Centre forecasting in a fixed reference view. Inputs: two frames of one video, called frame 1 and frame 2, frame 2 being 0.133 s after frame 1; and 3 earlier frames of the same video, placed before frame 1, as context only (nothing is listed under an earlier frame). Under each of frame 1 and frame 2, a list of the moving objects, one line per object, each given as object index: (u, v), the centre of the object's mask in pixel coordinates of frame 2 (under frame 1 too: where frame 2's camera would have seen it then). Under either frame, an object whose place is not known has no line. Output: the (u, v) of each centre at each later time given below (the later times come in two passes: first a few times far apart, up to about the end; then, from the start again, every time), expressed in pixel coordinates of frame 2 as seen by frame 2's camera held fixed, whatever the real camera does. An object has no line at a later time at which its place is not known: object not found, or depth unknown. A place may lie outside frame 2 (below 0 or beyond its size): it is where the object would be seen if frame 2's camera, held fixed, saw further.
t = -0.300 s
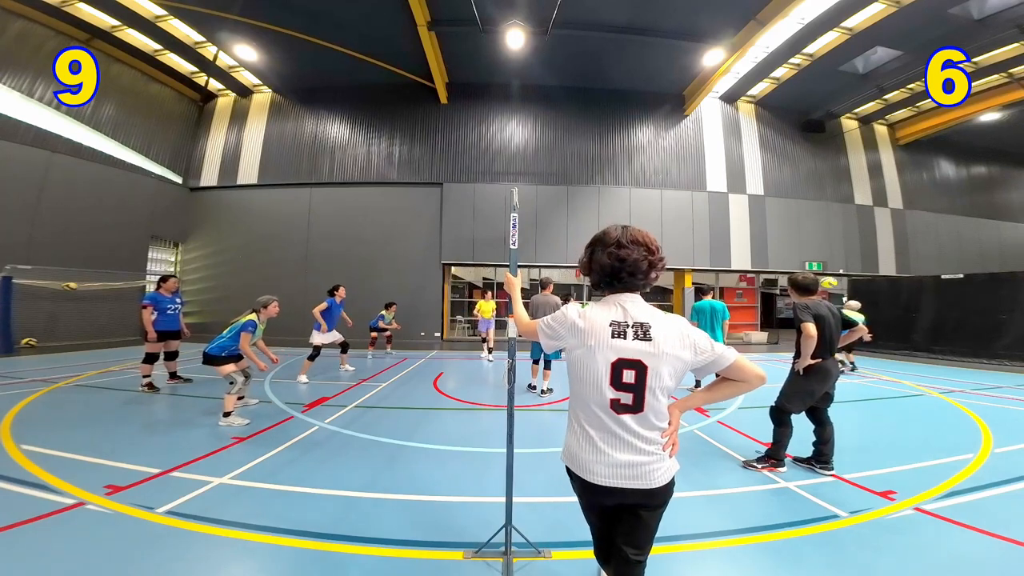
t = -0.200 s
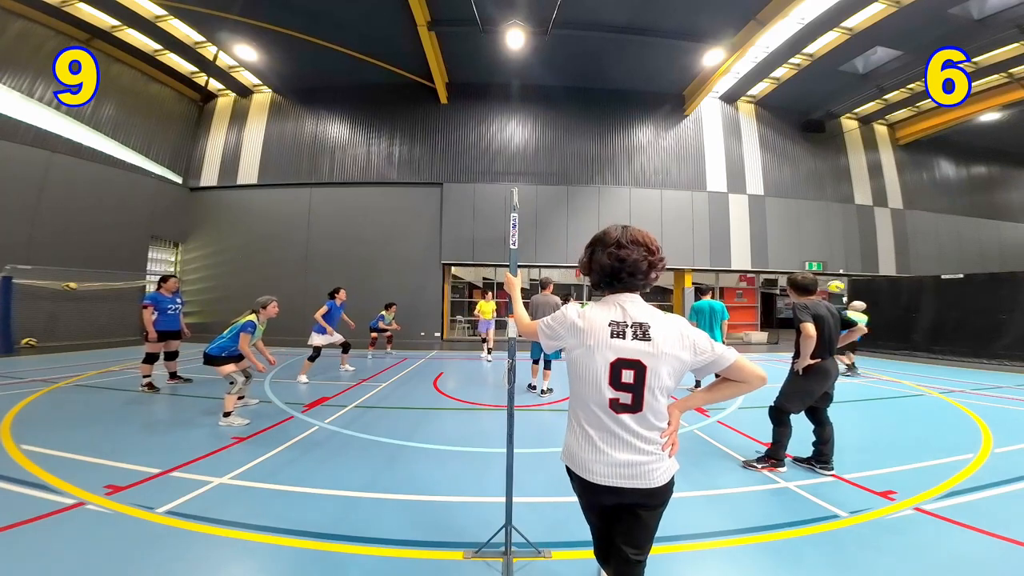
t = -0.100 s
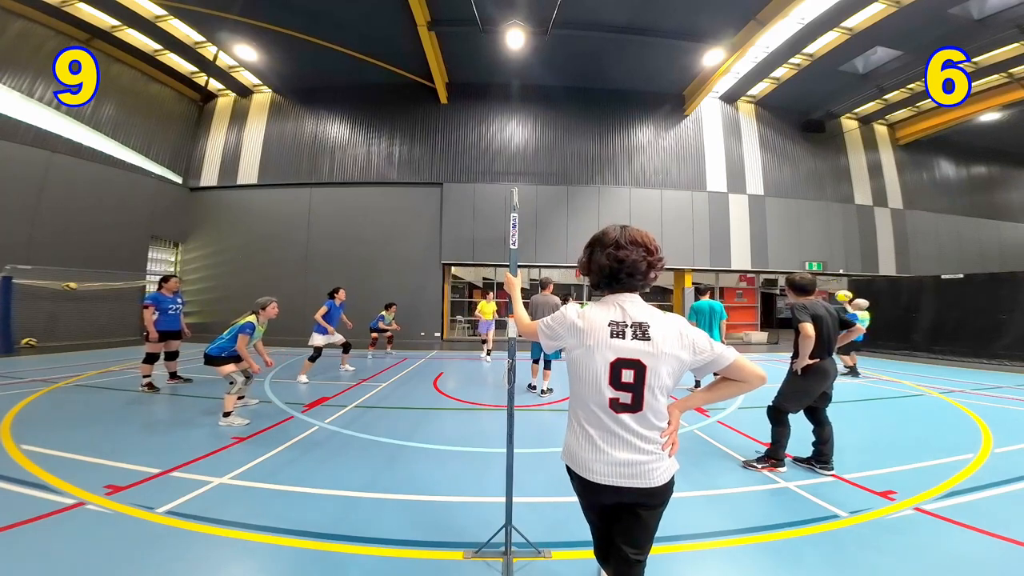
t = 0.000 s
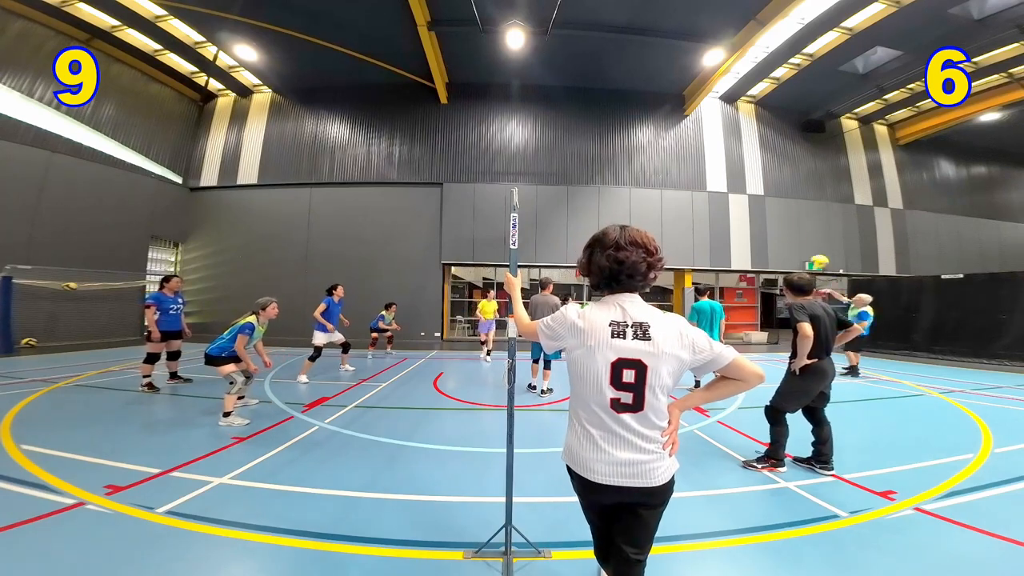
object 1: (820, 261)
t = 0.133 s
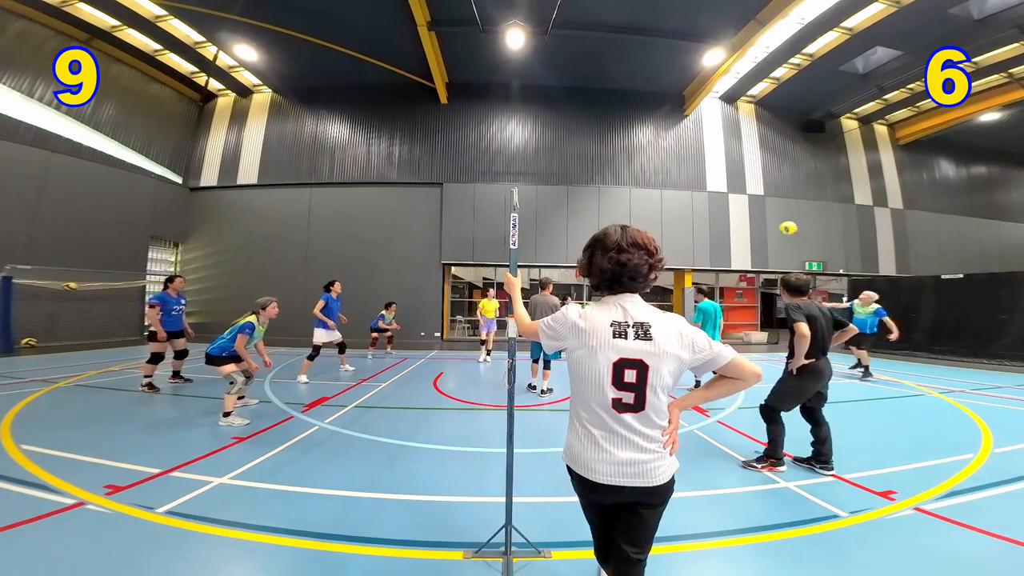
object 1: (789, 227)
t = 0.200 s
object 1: (772, 207)
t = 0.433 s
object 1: (703, 176)
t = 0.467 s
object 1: (695, 174)
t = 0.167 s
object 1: (777, 216)
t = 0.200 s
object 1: (772, 207)
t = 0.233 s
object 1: (762, 202)
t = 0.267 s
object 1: (752, 198)
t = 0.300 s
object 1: (742, 192)
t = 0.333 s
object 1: (730, 185)
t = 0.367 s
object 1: (722, 182)
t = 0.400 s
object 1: (711, 179)
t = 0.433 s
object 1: (703, 176)
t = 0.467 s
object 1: (695, 174)
